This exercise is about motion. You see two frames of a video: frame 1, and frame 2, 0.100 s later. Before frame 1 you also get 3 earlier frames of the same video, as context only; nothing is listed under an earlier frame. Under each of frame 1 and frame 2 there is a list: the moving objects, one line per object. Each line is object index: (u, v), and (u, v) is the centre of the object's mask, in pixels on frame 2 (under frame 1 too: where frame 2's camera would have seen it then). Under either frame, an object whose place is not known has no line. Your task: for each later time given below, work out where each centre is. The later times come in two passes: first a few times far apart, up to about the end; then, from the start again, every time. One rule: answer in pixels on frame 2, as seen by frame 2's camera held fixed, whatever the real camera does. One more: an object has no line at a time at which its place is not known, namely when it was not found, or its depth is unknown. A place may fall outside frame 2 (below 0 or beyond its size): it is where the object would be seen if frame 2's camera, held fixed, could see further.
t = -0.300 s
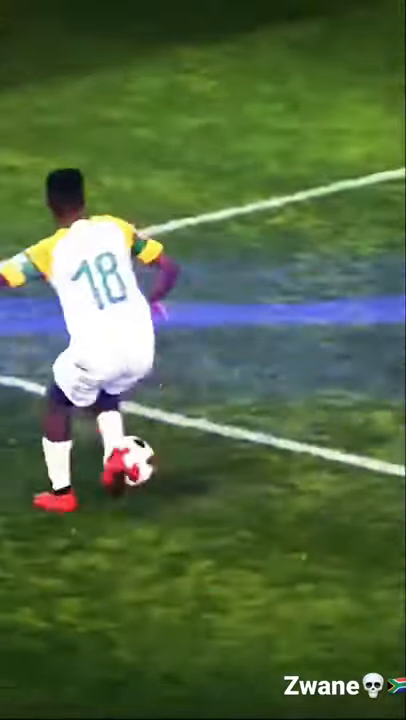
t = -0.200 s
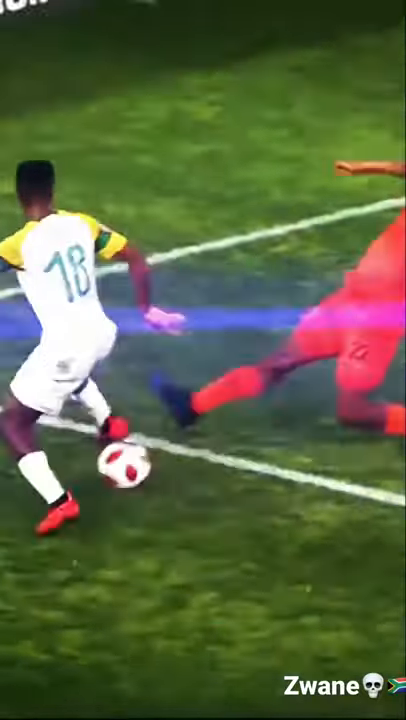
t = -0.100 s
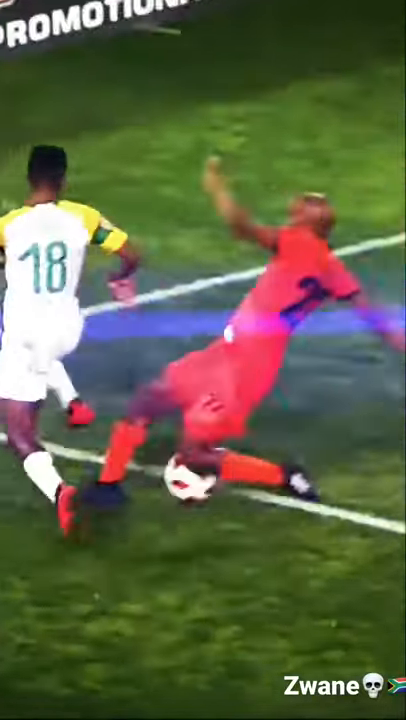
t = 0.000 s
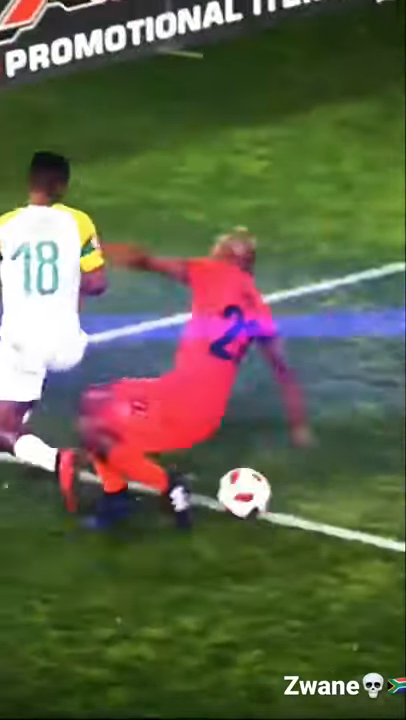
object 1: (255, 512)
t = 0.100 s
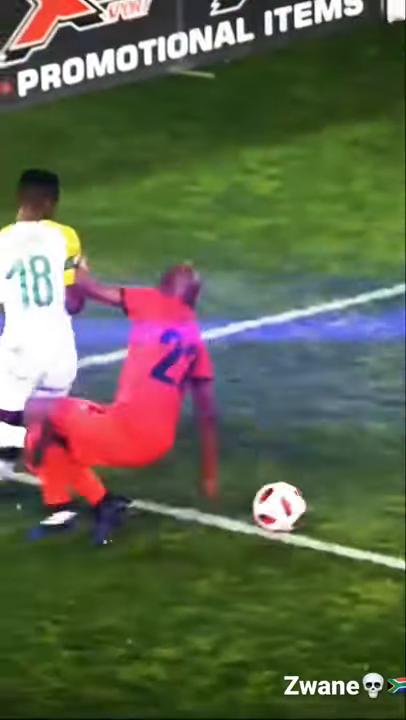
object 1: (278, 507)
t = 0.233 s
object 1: (294, 500)
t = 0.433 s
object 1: (317, 493)
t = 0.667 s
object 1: (341, 483)
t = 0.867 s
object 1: (361, 471)
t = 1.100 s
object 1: (385, 461)
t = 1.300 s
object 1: (405, 449)
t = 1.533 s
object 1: (427, 440)
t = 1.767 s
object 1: (449, 429)
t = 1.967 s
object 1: (479, 414)
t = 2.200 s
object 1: (524, 393)
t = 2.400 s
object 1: (560, 374)
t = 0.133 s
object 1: (285, 506)
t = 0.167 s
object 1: (287, 504)
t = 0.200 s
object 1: (291, 502)
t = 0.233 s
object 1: (294, 500)
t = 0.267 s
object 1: (296, 500)
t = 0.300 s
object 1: (300, 498)
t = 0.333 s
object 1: (306, 497)
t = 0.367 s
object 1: (308, 496)
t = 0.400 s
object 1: (312, 495)
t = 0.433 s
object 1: (317, 493)
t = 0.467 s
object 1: (319, 492)
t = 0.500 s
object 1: (323, 489)
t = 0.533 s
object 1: (327, 487)
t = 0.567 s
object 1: (330, 486)
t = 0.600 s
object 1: (333, 485)
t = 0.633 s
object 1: (338, 483)
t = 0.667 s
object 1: (341, 483)
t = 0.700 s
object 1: (345, 481)
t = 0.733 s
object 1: (349, 478)
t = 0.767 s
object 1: (351, 477)
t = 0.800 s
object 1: (354, 475)
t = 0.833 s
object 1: (358, 472)
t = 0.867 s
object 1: (361, 471)
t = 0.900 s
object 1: (364, 469)
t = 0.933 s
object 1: (369, 468)
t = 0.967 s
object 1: (371, 467)
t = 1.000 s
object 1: (375, 466)
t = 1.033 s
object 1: (379, 465)
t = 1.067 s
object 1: (381, 463)
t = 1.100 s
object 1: (385, 461)
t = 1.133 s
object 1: (389, 458)
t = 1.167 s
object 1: (391, 457)
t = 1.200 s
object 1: (395, 454)
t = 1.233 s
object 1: (399, 453)
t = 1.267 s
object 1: (401, 451)
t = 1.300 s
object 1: (405, 449)
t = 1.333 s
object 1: (409, 448)
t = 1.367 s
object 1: (411, 448)
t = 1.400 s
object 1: (414, 447)
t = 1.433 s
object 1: (418, 445)
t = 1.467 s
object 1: (420, 444)
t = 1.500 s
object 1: (424, 442)
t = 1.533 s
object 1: (427, 440)
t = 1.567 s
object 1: (430, 439)
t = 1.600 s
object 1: (434, 437)
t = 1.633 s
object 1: (438, 435)
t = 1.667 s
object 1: (440, 434)
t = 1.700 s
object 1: (443, 432)
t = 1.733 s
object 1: (447, 430)
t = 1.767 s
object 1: (449, 429)
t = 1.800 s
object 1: (454, 426)
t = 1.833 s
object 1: (460, 423)
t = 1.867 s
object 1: (464, 421)
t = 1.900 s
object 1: (469, 419)
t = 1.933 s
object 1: (476, 416)
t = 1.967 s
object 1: (479, 414)
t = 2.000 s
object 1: (487, 411)
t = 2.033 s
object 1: (494, 408)
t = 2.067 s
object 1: (497, 406)
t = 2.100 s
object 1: (506, 401)
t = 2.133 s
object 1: (512, 397)
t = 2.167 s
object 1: (516, 396)
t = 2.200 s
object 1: (524, 393)
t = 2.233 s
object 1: (531, 389)
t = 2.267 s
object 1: (535, 387)
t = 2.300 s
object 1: (543, 383)
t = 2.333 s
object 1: (550, 379)
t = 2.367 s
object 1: (553, 378)
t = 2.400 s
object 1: (560, 374)
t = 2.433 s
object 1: (568, 371)
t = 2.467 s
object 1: (571, 369)
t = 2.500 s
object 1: (578, 365)
